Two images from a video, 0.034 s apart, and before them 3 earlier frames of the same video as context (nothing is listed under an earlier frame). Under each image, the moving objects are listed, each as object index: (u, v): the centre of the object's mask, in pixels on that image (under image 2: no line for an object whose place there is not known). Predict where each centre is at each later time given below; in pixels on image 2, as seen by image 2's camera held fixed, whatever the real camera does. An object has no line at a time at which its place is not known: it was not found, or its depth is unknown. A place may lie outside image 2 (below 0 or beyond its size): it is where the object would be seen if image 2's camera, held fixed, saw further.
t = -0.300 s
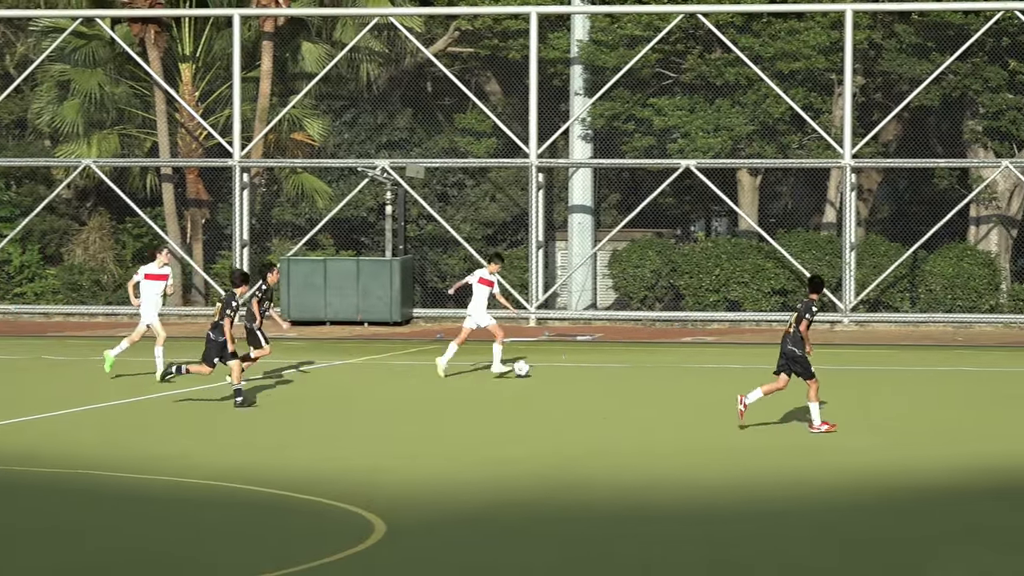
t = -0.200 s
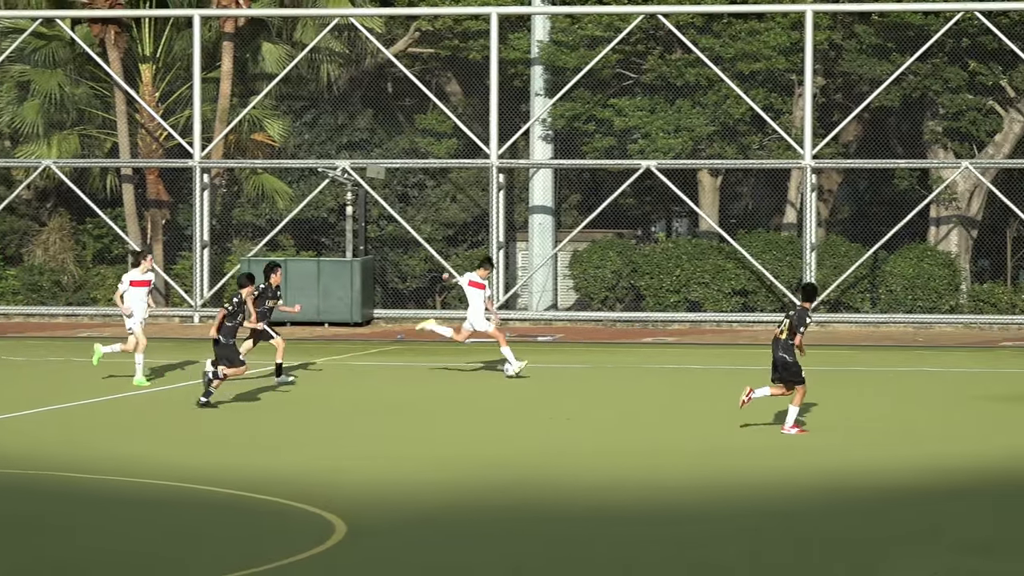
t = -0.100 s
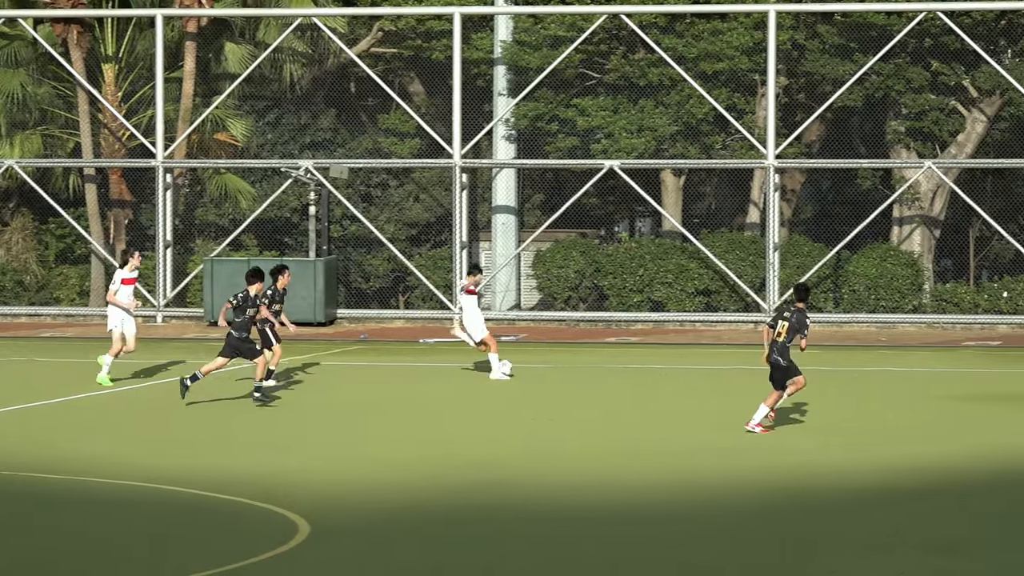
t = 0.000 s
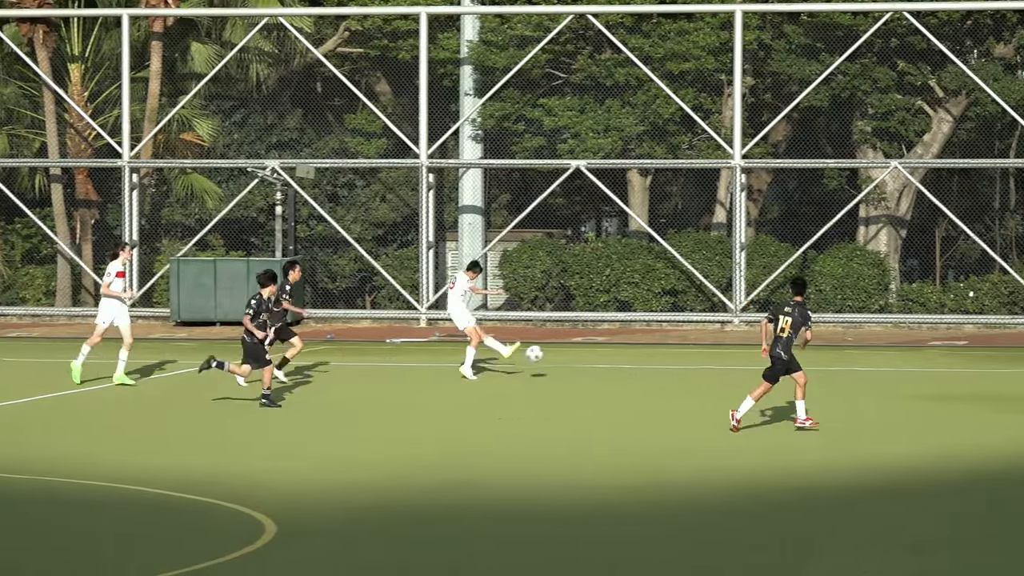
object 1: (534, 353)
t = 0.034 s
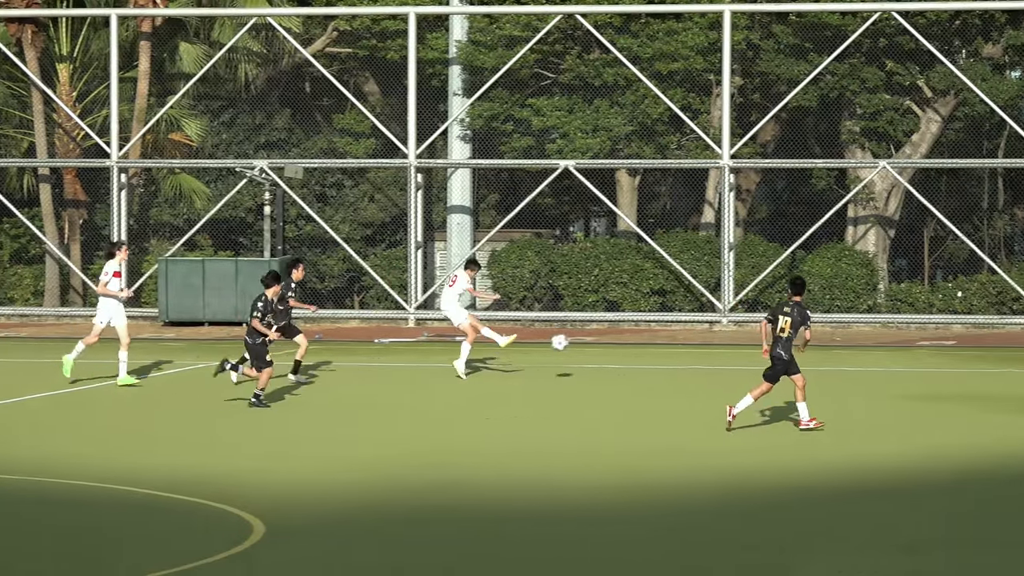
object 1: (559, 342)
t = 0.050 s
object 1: (577, 336)
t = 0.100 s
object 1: (628, 323)
